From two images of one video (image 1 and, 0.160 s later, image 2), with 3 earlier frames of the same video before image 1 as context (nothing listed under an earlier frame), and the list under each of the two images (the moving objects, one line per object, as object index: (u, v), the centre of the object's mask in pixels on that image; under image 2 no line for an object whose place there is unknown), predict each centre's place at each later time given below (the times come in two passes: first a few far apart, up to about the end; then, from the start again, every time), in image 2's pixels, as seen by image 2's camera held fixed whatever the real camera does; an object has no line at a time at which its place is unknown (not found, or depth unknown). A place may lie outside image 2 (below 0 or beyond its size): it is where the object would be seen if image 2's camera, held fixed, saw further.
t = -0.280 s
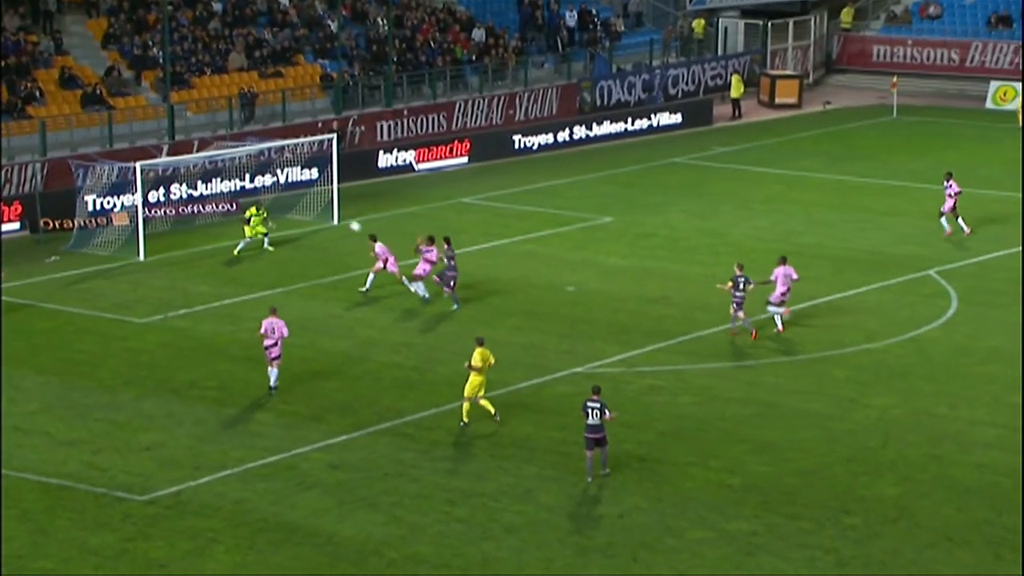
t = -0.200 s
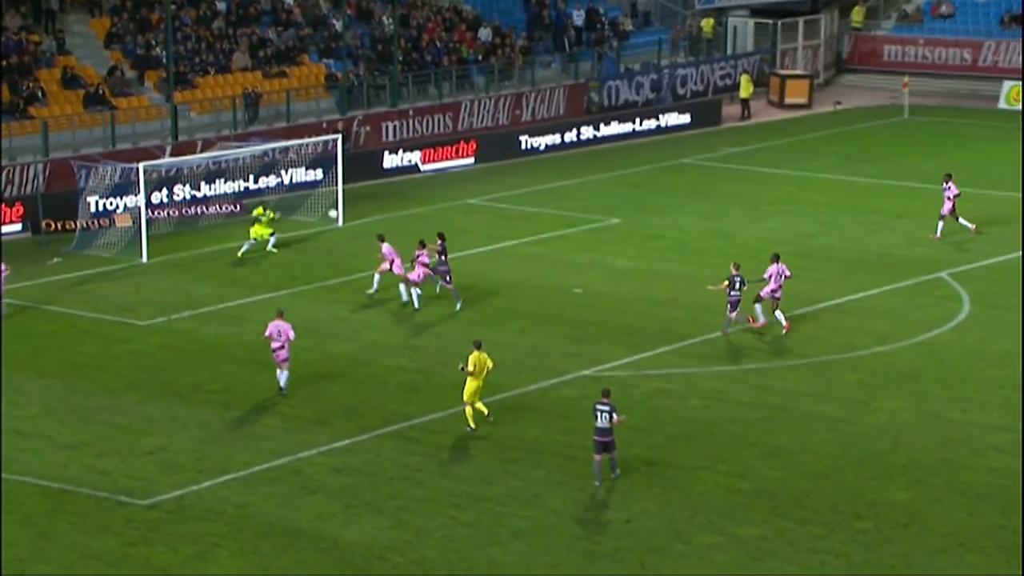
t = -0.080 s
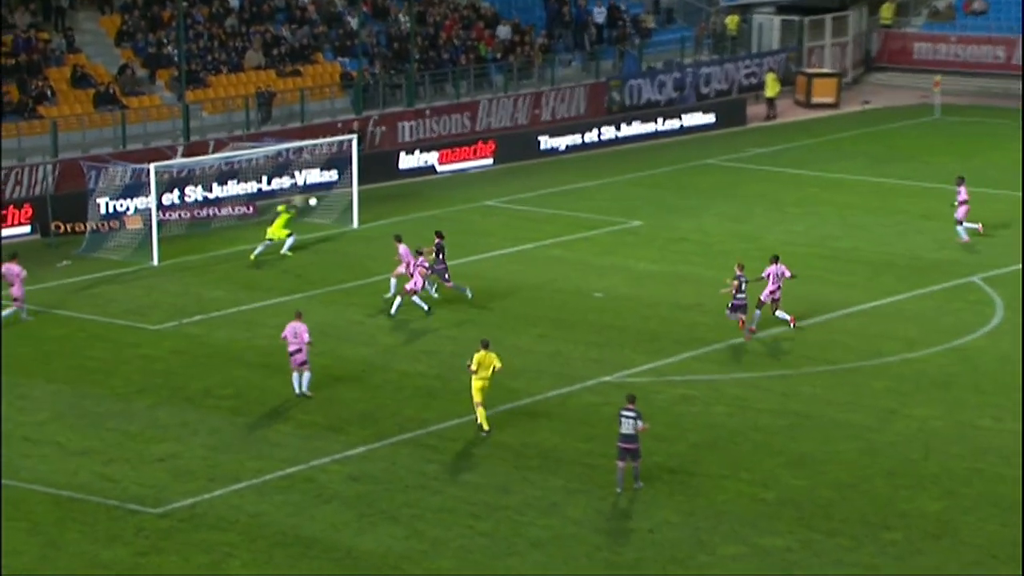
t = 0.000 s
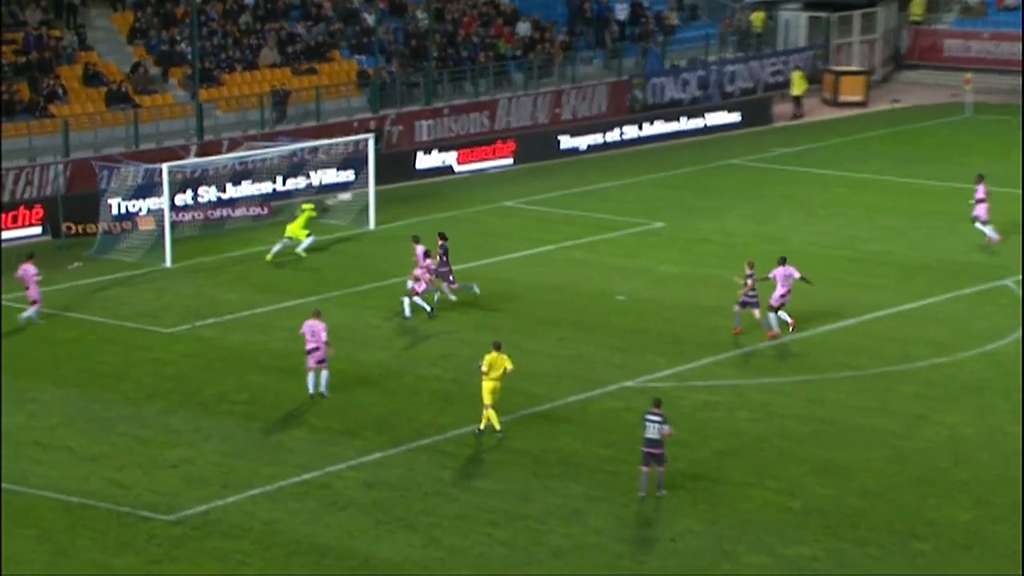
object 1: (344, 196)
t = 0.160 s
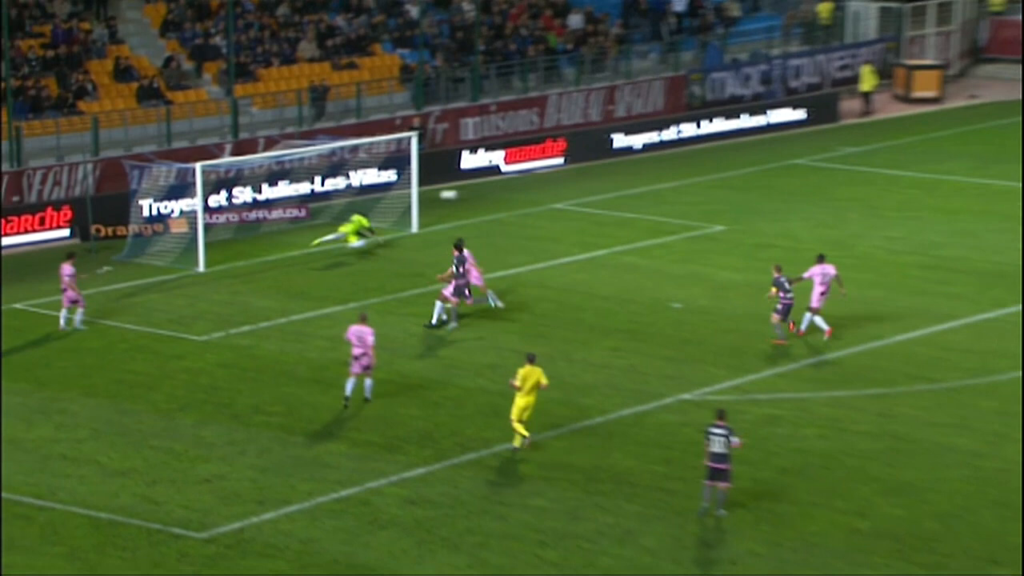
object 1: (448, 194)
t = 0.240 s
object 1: (476, 196)
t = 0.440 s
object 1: (552, 214)
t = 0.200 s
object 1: (462, 195)
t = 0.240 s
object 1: (476, 196)
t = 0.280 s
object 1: (490, 198)
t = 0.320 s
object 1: (505, 200)
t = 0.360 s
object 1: (521, 204)
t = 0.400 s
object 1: (537, 209)
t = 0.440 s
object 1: (552, 214)
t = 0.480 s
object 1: (567, 219)
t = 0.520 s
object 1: (583, 225)
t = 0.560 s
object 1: (598, 233)
